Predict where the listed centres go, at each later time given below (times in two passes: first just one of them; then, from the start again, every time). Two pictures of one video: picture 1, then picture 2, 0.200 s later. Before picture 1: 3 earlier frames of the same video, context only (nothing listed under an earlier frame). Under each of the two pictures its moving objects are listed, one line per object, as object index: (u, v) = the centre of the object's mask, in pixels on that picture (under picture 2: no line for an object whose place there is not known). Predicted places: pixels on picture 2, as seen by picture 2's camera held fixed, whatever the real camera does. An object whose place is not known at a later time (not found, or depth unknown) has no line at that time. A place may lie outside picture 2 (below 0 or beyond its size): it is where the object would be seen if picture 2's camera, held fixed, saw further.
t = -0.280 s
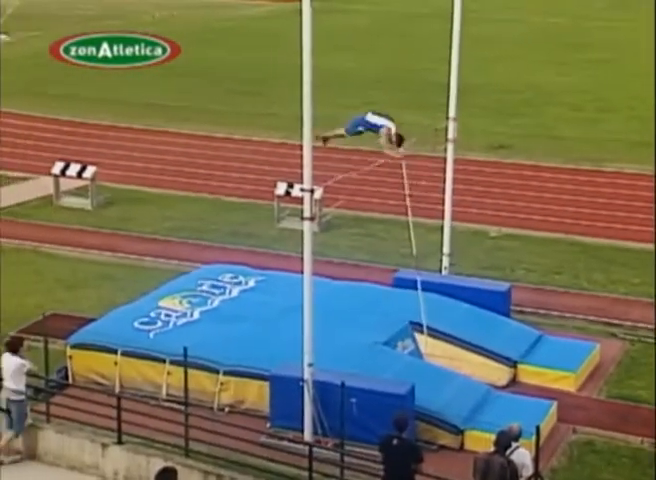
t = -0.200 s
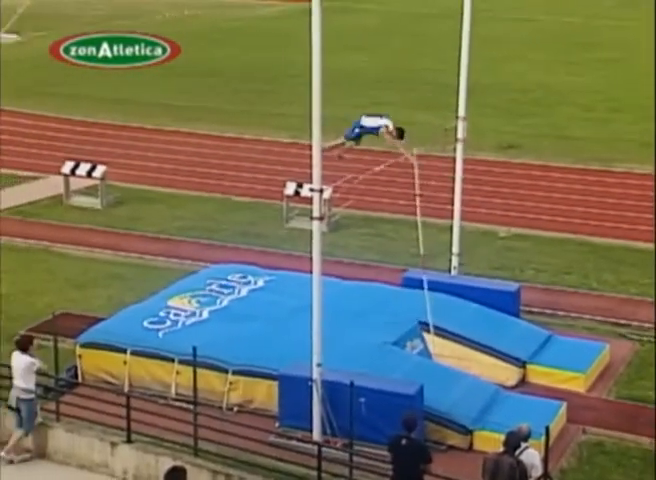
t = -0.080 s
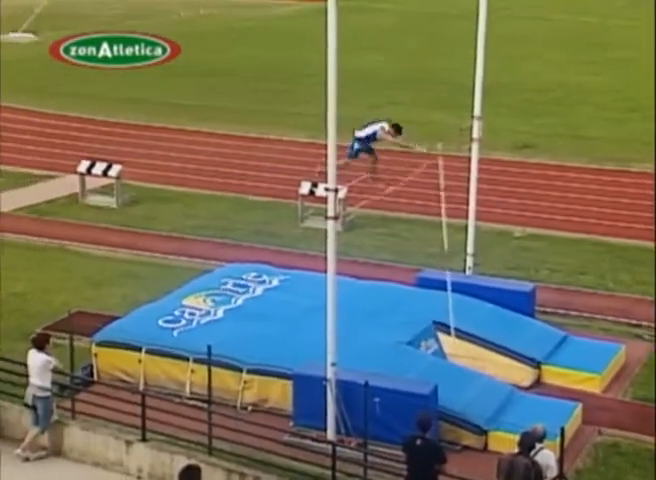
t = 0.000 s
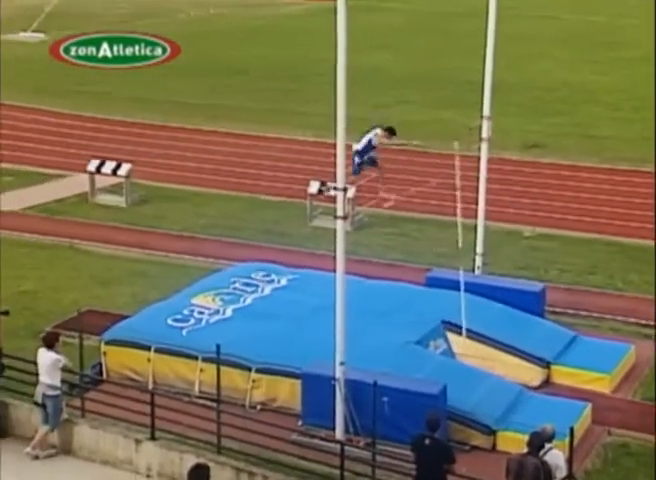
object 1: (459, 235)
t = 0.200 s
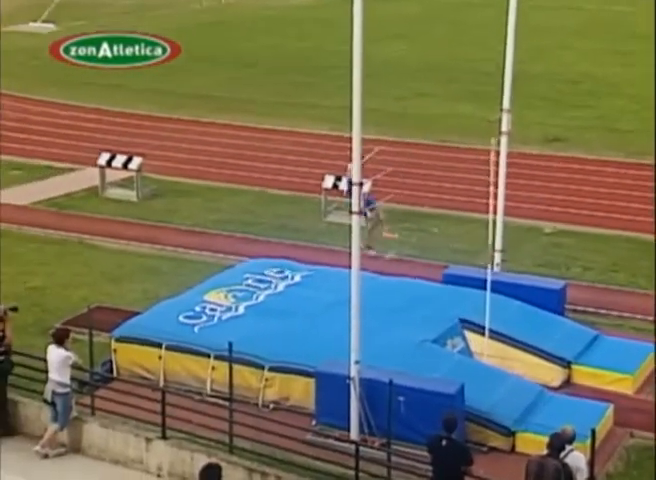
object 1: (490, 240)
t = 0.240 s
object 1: (491, 248)
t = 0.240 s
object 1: (491, 248)
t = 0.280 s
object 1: (492, 264)
